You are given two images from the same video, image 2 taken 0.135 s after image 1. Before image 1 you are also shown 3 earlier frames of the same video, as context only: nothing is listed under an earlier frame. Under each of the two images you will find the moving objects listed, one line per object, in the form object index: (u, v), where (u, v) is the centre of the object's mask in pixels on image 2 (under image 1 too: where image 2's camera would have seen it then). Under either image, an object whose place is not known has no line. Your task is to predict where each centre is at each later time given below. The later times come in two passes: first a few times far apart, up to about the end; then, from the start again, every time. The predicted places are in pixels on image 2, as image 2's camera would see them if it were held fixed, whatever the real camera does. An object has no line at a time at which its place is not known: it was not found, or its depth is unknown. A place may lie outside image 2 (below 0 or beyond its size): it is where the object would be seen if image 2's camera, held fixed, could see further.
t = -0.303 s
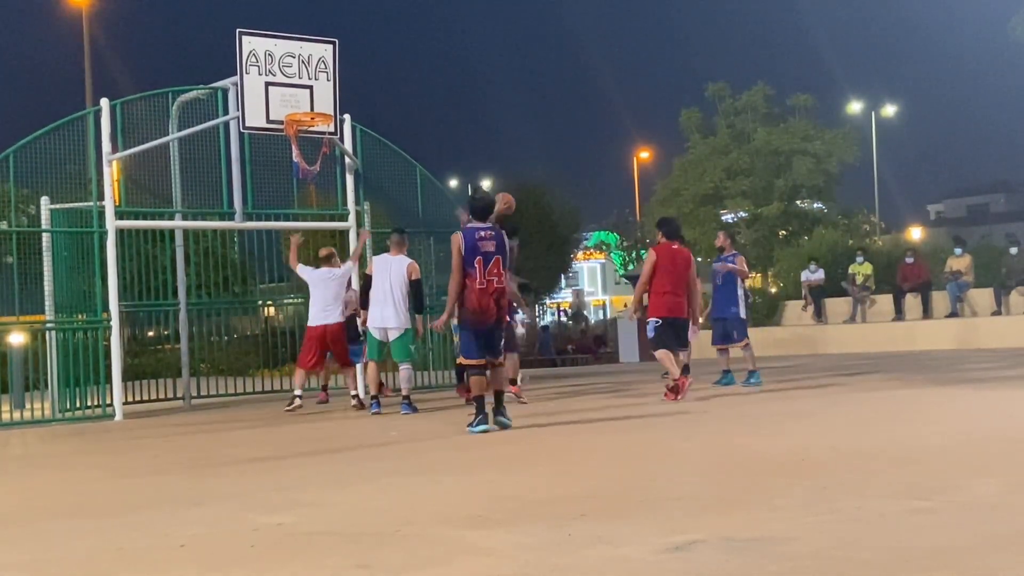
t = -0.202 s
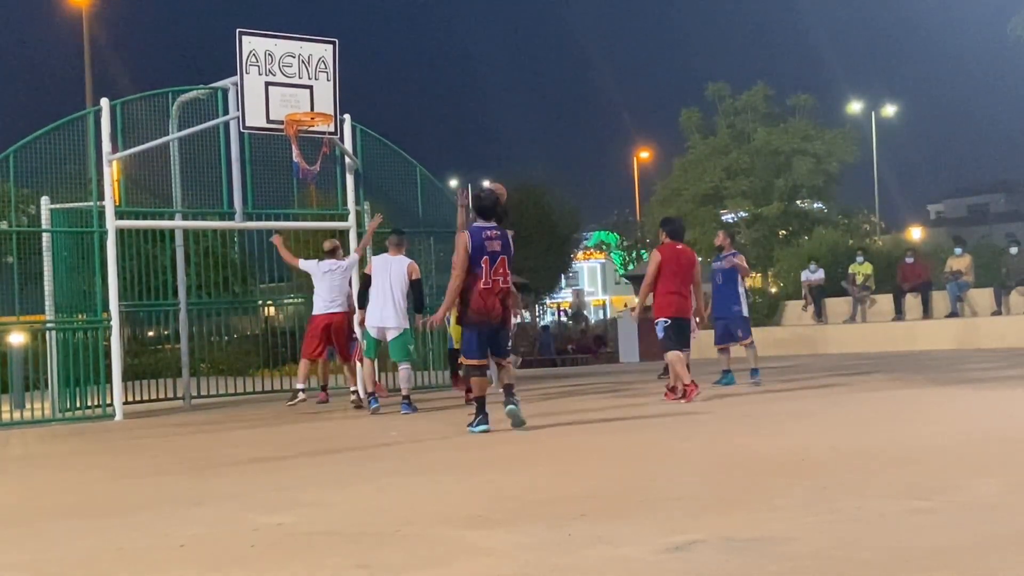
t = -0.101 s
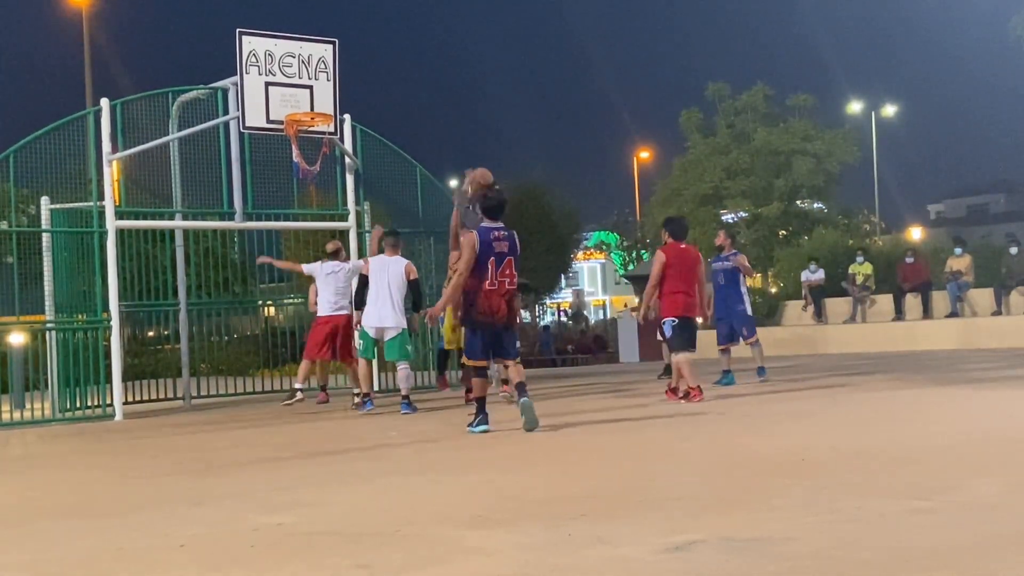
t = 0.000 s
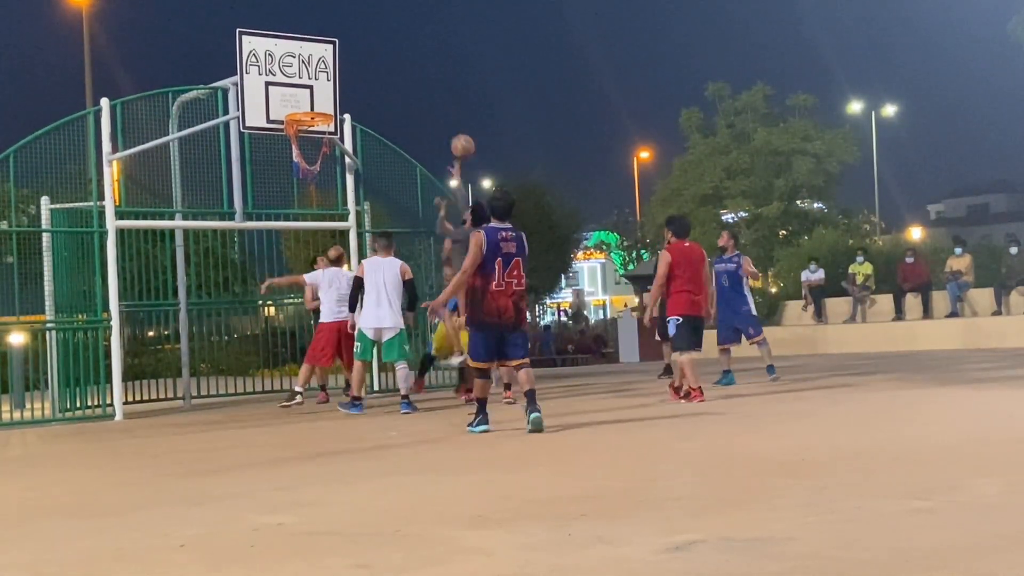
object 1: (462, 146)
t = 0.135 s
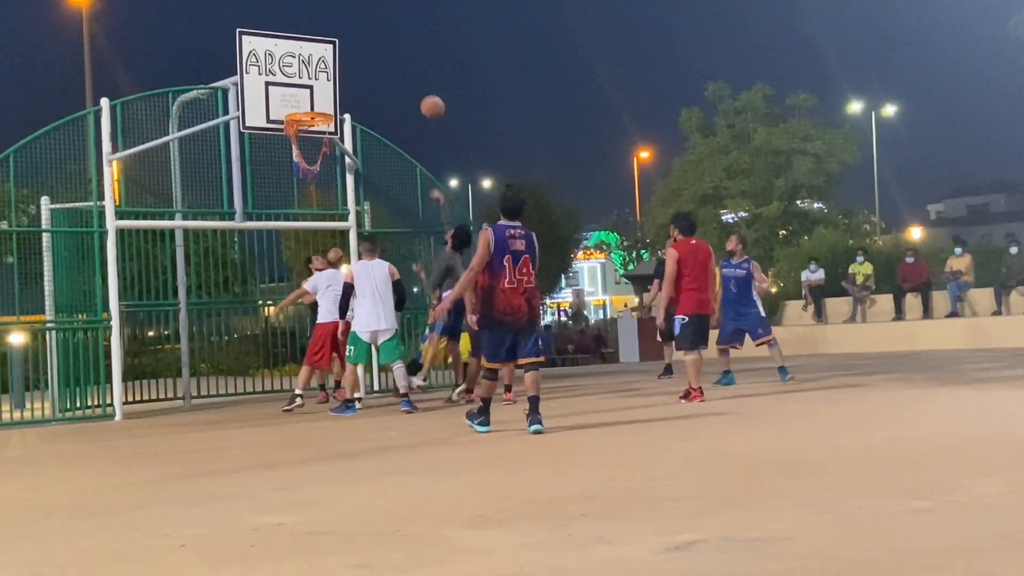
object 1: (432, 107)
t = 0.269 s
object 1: (403, 85)
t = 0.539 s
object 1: (349, 89)
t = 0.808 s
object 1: (315, 100)
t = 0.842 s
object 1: (313, 101)
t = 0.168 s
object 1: (425, 99)
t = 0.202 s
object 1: (418, 94)
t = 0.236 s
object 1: (411, 89)
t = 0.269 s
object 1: (403, 85)
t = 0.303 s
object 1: (396, 82)
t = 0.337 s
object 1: (389, 80)
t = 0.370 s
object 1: (382, 79)
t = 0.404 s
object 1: (375, 79)
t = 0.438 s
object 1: (369, 80)
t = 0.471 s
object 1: (362, 82)
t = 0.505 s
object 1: (355, 85)
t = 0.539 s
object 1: (349, 89)
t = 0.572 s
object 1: (343, 94)
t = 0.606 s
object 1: (336, 100)
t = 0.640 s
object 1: (331, 104)
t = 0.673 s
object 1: (327, 101)
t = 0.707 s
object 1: (325, 100)
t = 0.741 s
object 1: (321, 99)
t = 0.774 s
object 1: (318, 99)
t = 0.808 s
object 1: (315, 100)
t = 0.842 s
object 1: (313, 101)
